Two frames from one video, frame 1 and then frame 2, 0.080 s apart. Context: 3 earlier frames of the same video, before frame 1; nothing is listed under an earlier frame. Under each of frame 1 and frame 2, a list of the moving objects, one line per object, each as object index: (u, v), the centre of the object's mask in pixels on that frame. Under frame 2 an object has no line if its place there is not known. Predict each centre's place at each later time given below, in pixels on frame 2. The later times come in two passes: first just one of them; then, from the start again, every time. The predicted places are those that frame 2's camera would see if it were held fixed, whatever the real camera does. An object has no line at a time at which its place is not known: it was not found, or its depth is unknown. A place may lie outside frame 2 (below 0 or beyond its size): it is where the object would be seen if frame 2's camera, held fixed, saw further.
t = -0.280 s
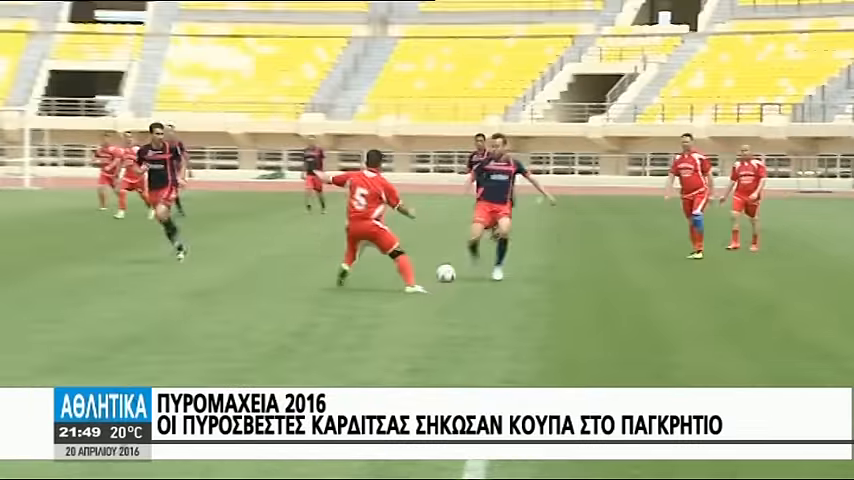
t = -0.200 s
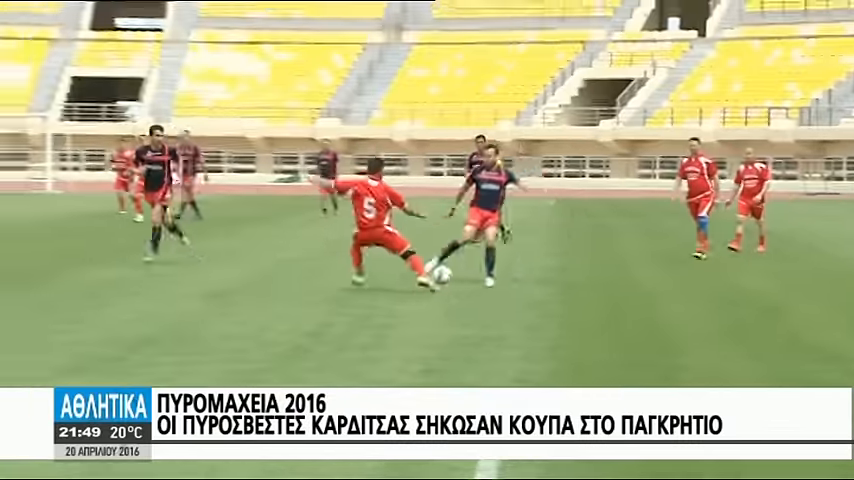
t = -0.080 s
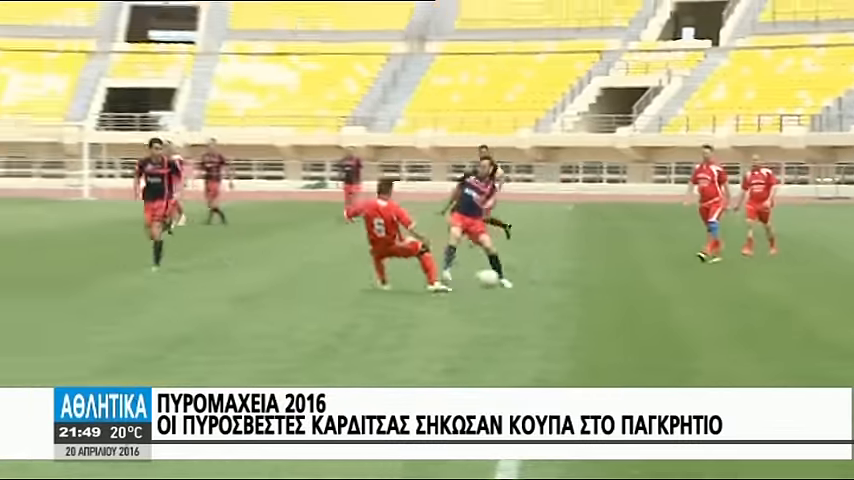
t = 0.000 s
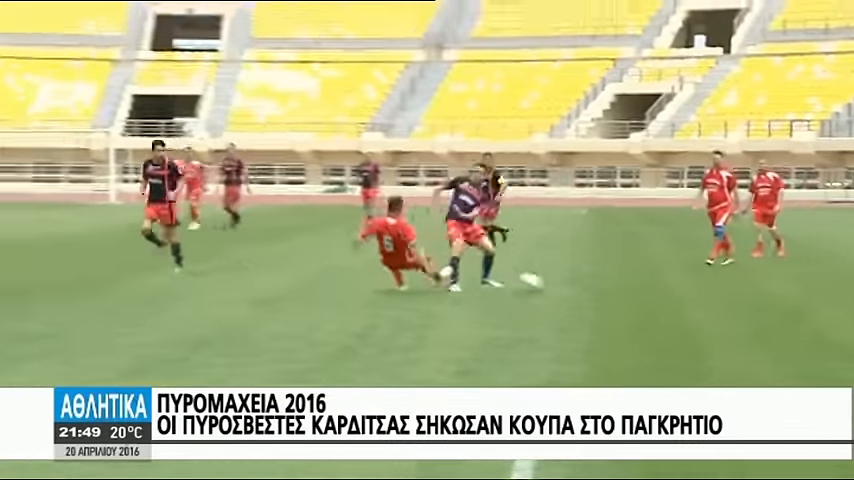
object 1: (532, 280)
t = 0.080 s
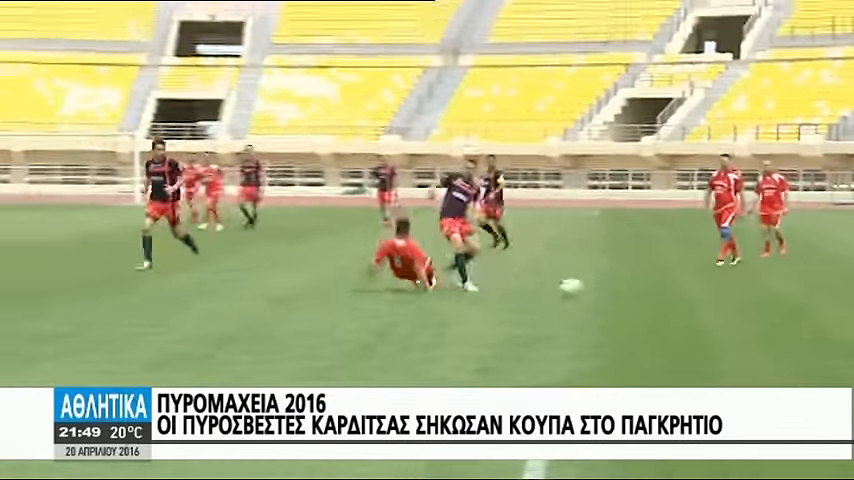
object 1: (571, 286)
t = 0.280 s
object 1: (614, 288)
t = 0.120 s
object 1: (579, 282)
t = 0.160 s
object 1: (589, 281)
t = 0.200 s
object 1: (597, 282)
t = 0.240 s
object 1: (605, 284)
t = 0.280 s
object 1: (614, 288)
